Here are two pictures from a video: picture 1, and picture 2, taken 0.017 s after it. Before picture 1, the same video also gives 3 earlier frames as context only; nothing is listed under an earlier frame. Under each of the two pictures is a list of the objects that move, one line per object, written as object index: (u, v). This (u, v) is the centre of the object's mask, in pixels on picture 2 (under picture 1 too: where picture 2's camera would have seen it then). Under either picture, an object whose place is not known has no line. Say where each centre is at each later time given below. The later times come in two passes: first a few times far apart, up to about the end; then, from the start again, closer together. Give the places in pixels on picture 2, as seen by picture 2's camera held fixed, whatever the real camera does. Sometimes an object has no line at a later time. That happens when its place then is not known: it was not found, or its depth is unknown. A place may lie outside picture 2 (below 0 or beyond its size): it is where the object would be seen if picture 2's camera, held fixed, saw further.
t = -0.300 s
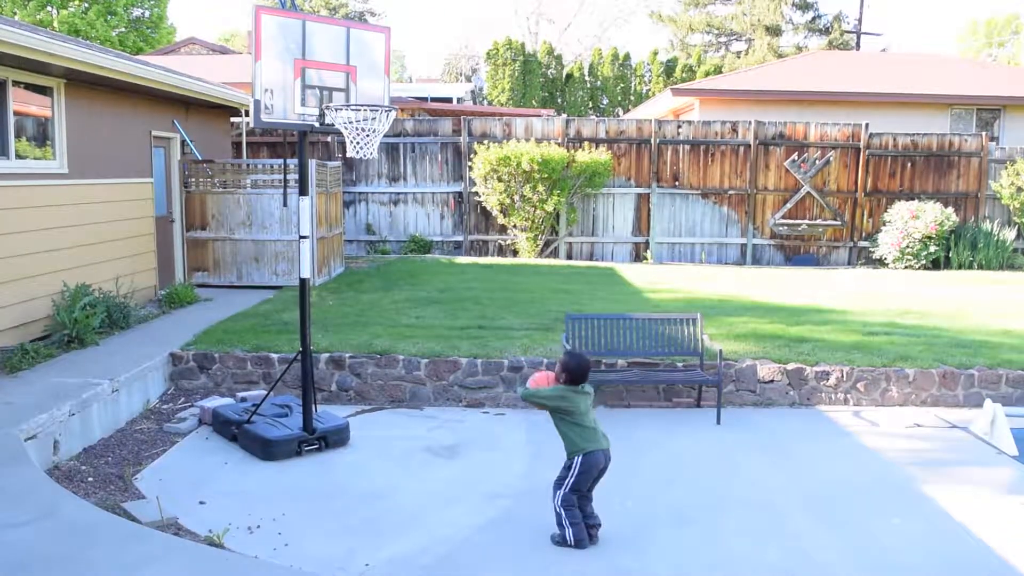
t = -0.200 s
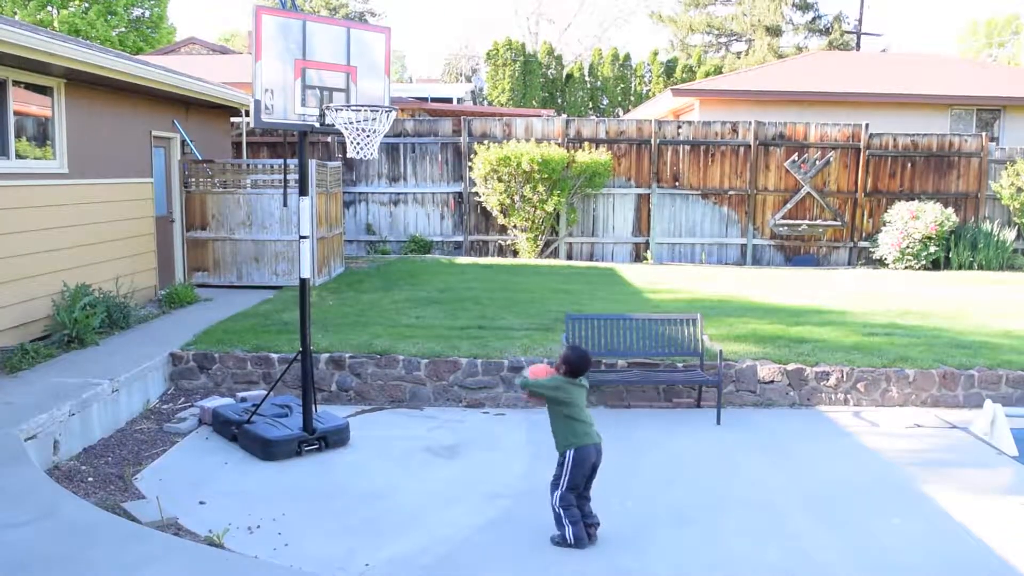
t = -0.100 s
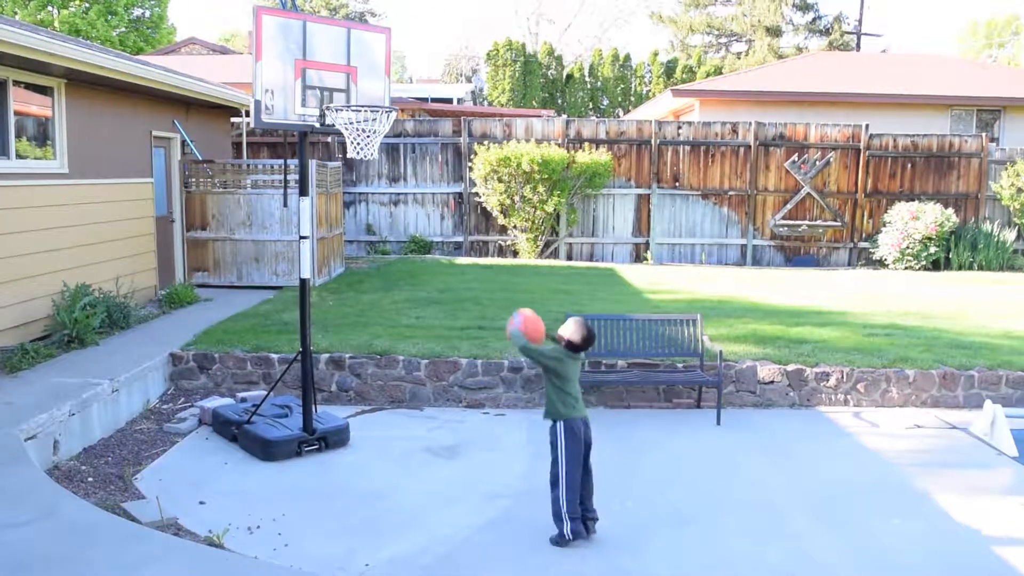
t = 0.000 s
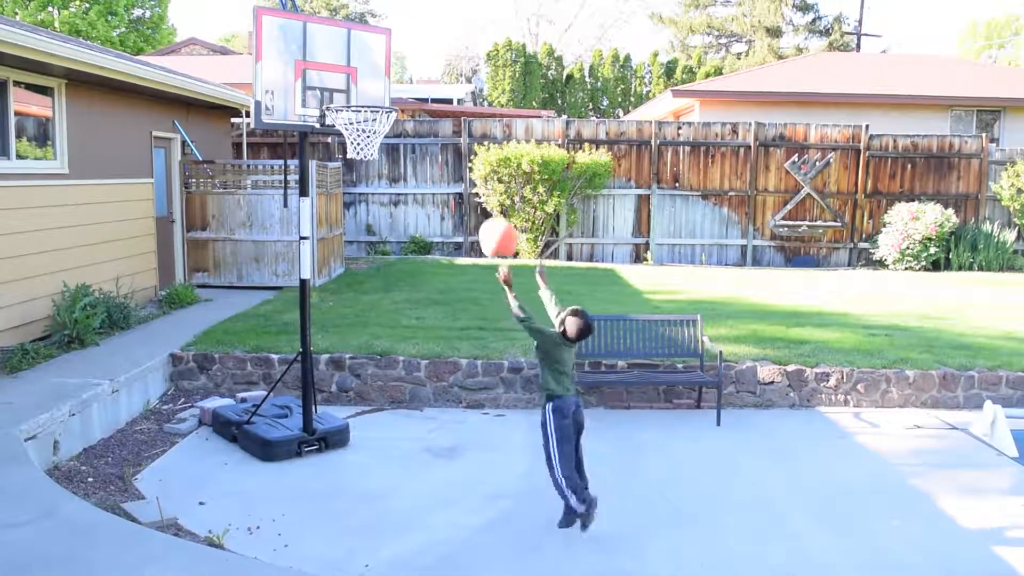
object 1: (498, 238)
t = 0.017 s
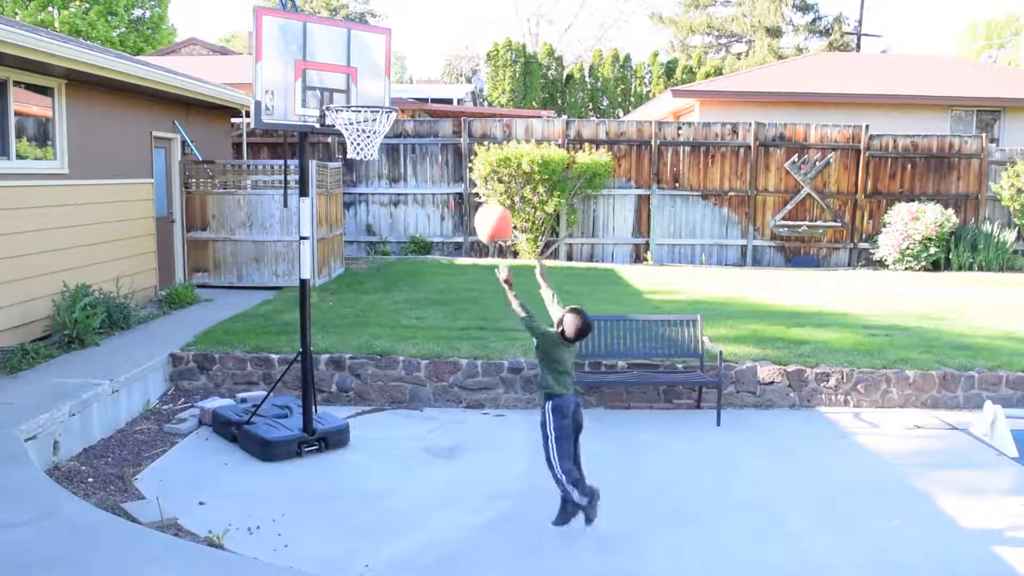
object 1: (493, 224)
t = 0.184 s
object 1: (453, 107)
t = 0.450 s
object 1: (396, 28)
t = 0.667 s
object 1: (355, 48)
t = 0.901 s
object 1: (355, 91)
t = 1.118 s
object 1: (375, 85)
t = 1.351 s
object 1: (361, 100)
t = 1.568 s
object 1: (350, 190)
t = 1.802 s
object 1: (346, 355)
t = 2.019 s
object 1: (343, 415)
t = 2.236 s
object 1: (339, 361)
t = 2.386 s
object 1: (337, 360)
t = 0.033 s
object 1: (489, 210)
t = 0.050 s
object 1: (485, 197)
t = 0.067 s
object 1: (479, 182)
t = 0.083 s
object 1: (476, 170)
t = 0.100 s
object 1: (473, 158)
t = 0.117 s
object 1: (468, 147)
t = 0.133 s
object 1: (464, 136)
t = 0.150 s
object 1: (460, 125)
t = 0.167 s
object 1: (456, 116)
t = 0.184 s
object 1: (453, 107)
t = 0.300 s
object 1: (431, 59)
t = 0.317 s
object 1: (427, 53)
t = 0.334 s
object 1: (424, 49)
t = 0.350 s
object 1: (420, 45)
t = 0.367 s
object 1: (416, 41)
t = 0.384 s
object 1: (413, 38)
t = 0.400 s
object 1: (409, 35)
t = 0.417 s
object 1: (401, 31)
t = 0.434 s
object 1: (398, 29)
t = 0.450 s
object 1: (396, 28)
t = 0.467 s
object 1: (392, 27)
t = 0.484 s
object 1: (389, 26)
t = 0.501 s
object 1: (388, 27)
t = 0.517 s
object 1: (381, 25)
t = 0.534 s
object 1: (378, 26)
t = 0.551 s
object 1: (374, 28)
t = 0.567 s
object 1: (372, 29)
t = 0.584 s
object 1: (370, 30)
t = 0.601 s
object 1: (366, 33)
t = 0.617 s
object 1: (361, 37)
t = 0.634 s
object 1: (359, 39)
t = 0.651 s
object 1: (357, 44)
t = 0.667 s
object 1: (355, 48)
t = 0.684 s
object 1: (353, 53)
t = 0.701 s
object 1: (348, 58)
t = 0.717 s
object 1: (345, 63)
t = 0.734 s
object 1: (343, 69)
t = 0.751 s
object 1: (340, 74)
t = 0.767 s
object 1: (336, 80)
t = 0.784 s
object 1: (335, 83)
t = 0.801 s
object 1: (337, 89)
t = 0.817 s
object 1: (340, 90)
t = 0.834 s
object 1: (342, 90)
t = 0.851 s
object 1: (346, 91)
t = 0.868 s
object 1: (349, 91)
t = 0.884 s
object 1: (352, 90)
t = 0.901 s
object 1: (355, 91)
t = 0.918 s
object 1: (358, 91)
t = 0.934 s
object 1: (362, 92)
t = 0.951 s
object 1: (366, 92)
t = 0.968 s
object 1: (370, 93)
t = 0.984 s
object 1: (375, 96)
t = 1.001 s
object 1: (375, 96)
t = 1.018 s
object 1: (376, 96)
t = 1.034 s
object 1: (378, 95)
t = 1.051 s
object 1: (378, 94)
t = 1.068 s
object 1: (377, 91)
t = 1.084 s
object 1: (376, 89)
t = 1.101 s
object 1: (375, 87)
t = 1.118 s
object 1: (375, 85)
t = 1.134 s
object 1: (374, 84)
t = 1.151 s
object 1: (373, 83)
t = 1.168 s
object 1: (371, 82)
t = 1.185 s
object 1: (369, 81)
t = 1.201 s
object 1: (368, 82)
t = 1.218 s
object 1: (367, 83)
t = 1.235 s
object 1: (368, 83)
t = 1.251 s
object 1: (364, 85)
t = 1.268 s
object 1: (364, 86)
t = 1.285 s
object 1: (363, 88)
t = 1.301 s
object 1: (362, 89)
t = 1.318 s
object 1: (363, 92)
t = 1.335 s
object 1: (362, 94)
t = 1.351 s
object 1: (361, 100)
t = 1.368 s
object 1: (361, 107)
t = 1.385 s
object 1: (360, 113)
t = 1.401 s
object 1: (359, 120)
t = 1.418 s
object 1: (356, 124)
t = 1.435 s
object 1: (354, 128)
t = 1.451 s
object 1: (351, 133)
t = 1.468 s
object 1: (351, 142)
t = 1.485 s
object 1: (355, 159)
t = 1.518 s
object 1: (352, 167)
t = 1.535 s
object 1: (351, 173)
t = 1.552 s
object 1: (351, 182)
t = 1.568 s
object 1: (350, 190)
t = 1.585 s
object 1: (350, 199)
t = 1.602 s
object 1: (351, 208)
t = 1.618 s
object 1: (351, 219)
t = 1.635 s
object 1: (350, 230)
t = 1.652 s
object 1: (349, 240)
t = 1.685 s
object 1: (348, 264)
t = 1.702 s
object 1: (348, 275)
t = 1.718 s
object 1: (348, 288)
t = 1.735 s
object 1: (347, 301)
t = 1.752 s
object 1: (347, 313)
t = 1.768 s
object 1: (347, 327)
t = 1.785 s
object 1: (346, 340)
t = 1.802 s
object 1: (346, 355)
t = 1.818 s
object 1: (346, 370)
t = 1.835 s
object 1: (346, 384)
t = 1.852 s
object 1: (346, 398)
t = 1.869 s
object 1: (345, 413)
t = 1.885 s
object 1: (345, 431)
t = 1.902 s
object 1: (345, 445)
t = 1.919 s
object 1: (346, 460)
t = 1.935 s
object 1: (345, 453)
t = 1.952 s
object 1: (345, 444)
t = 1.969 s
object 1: (344, 437)
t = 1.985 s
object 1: (344, 430)
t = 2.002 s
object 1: (343, 423)
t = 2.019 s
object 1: (343, 415)
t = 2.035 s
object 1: (342, 408)
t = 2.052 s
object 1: (342, 403)
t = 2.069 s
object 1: (342, 396)
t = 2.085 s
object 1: (341, 392)
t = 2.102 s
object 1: (341, 388)
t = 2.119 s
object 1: (340, 382)
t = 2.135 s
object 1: (340, 379)
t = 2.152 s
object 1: (339, 375)
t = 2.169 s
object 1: (339, 372)
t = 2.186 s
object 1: (340, 366)
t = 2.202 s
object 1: (340, 364)
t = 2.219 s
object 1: (339, 362)
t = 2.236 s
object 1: (339, 361)
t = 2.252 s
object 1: (338, 360)
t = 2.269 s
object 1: (338, 358)
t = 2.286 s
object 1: (337, 358)
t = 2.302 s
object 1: (337, 358)
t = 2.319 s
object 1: (337, 357)
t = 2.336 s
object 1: (337, 357)
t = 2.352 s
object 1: (337, 358)
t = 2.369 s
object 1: (337, 359)
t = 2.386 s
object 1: (337, 360)
